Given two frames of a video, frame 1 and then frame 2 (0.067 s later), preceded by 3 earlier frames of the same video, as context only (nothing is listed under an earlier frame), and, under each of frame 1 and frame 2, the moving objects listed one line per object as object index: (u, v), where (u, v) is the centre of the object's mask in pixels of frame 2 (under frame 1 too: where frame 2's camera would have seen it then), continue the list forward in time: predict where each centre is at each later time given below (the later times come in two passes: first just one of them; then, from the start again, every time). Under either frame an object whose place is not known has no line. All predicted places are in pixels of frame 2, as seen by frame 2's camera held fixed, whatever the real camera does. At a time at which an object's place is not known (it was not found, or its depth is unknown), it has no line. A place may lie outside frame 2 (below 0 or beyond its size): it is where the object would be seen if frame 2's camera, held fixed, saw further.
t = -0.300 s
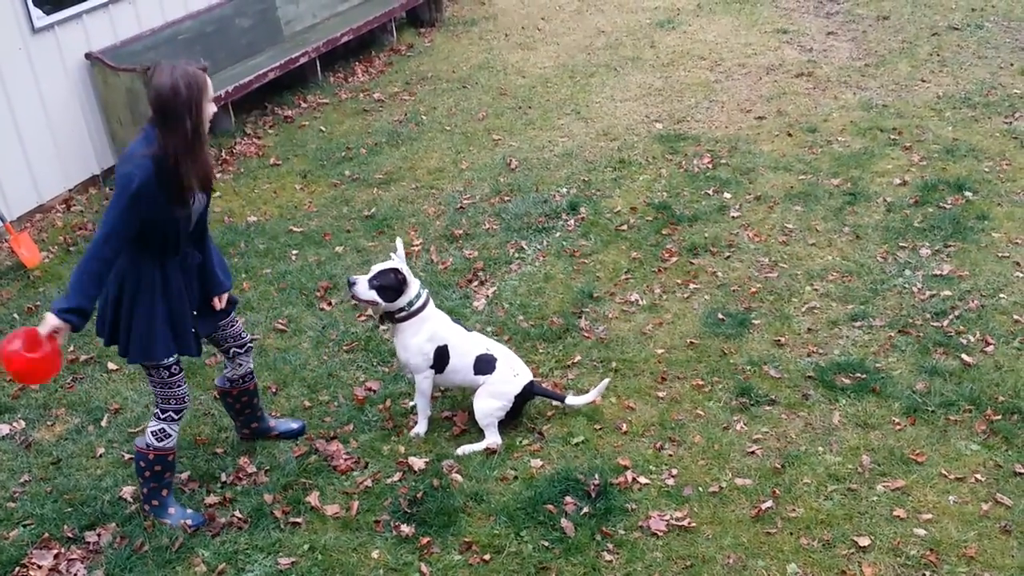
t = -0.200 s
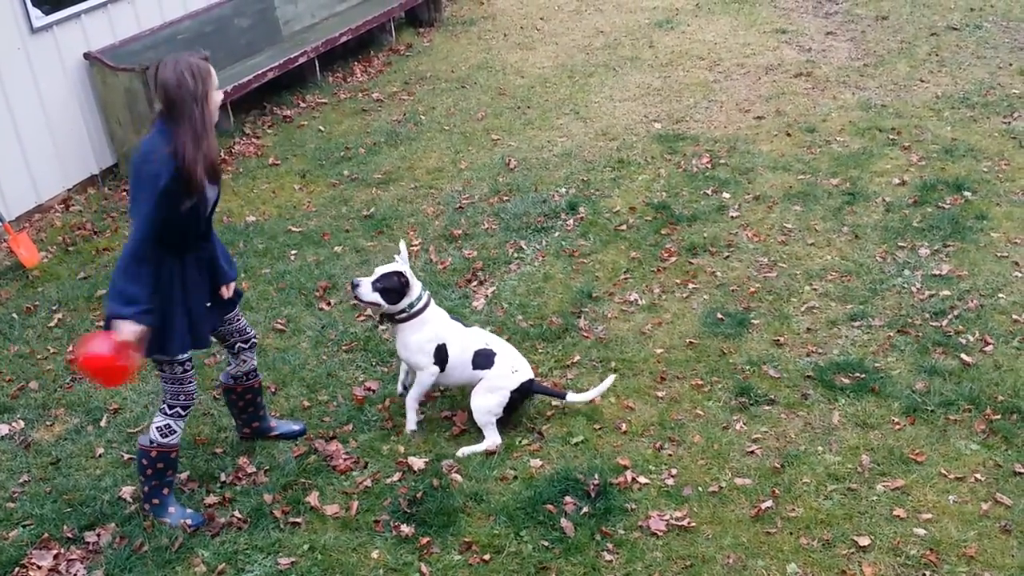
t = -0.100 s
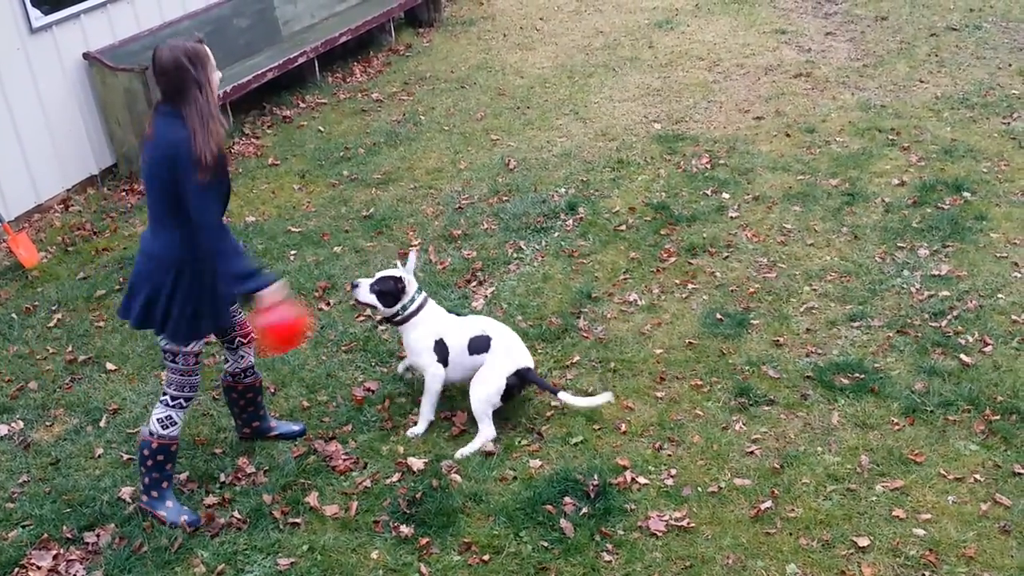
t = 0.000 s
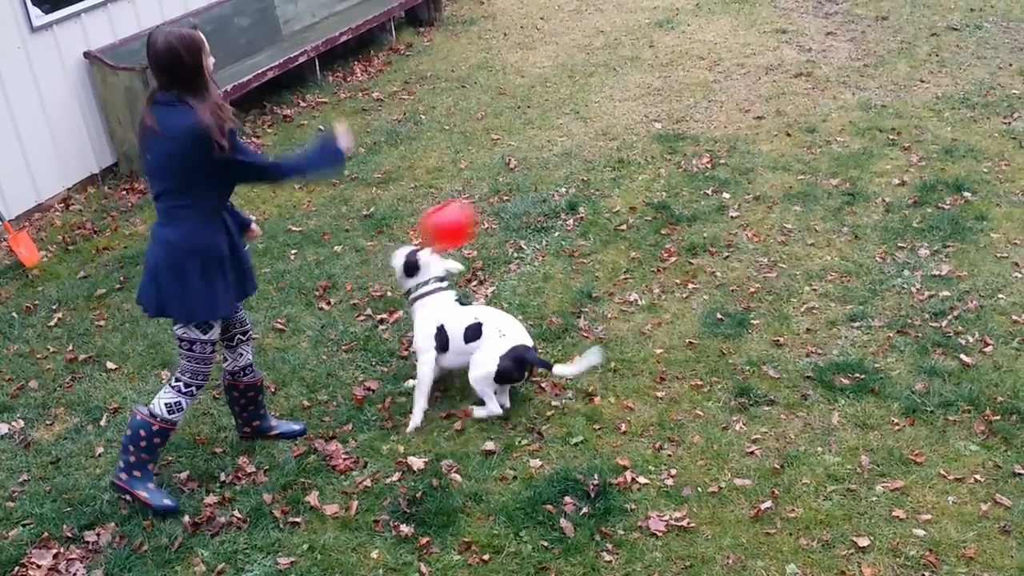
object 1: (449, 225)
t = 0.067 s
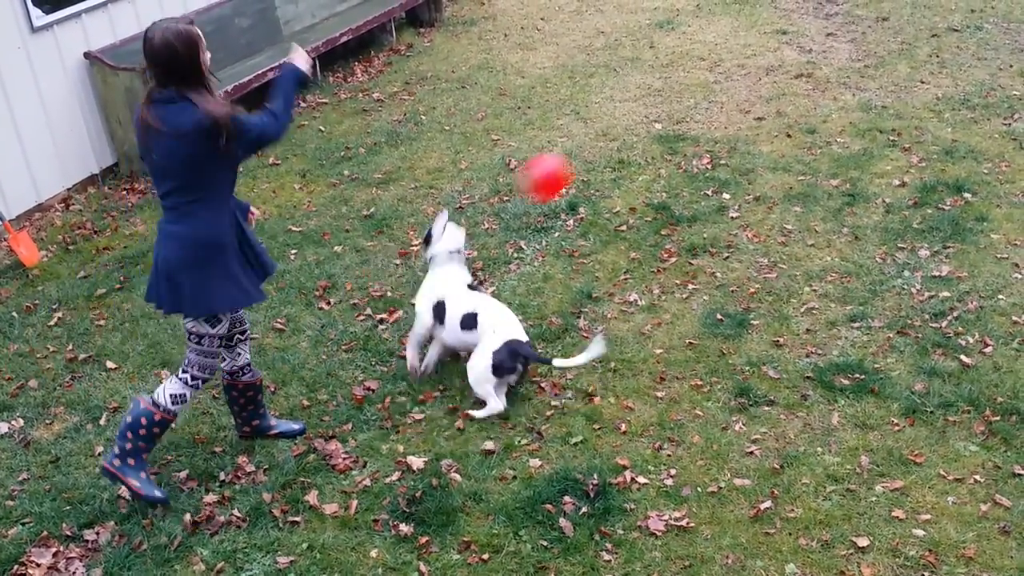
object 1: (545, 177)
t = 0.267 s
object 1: (783, 106)
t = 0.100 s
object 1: (590, 158)
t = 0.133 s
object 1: (634, 142)
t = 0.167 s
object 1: (674, 130)
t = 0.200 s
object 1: (713, 117)
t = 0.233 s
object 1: (749, 109)
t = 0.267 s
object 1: (783, 106)
